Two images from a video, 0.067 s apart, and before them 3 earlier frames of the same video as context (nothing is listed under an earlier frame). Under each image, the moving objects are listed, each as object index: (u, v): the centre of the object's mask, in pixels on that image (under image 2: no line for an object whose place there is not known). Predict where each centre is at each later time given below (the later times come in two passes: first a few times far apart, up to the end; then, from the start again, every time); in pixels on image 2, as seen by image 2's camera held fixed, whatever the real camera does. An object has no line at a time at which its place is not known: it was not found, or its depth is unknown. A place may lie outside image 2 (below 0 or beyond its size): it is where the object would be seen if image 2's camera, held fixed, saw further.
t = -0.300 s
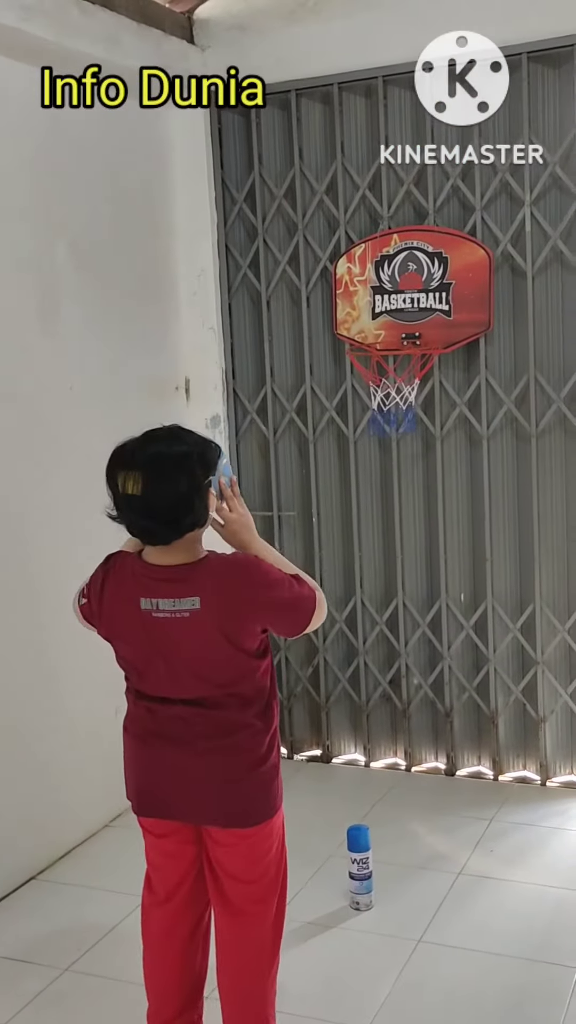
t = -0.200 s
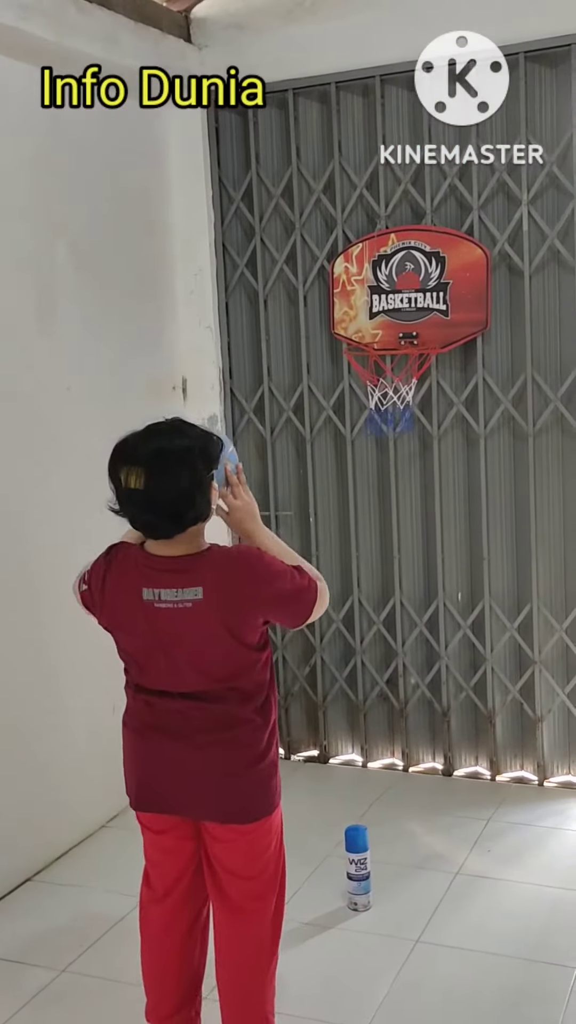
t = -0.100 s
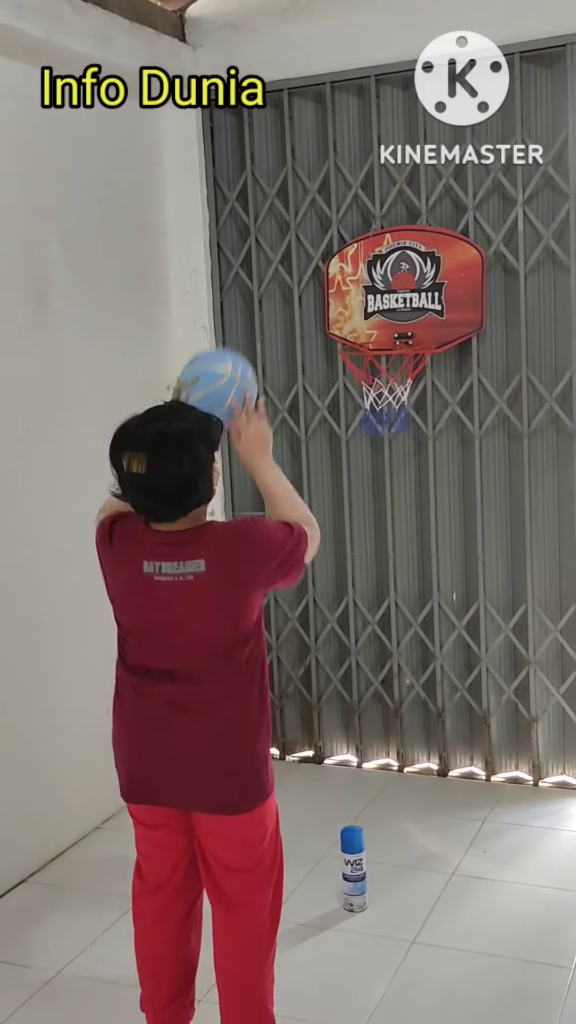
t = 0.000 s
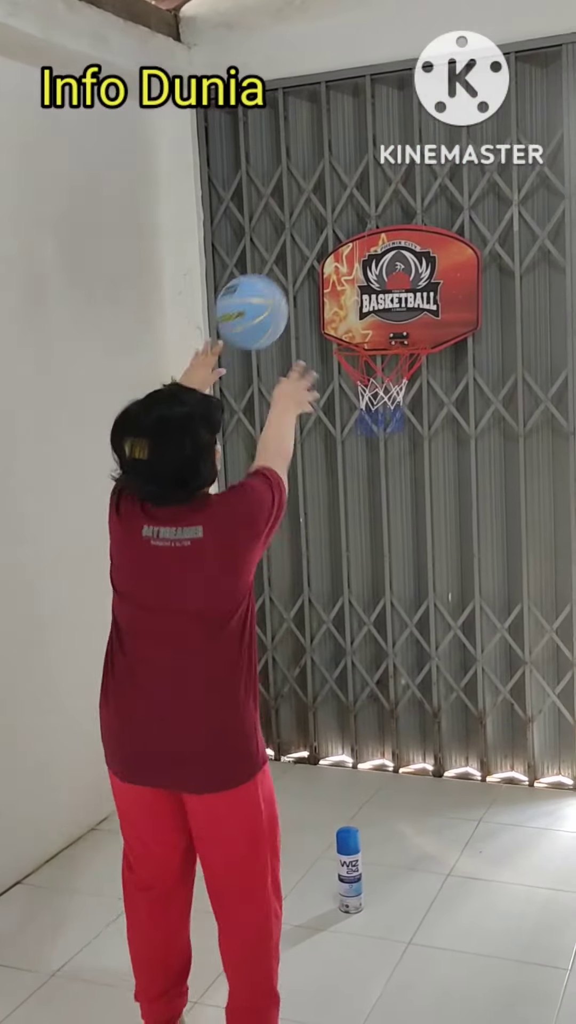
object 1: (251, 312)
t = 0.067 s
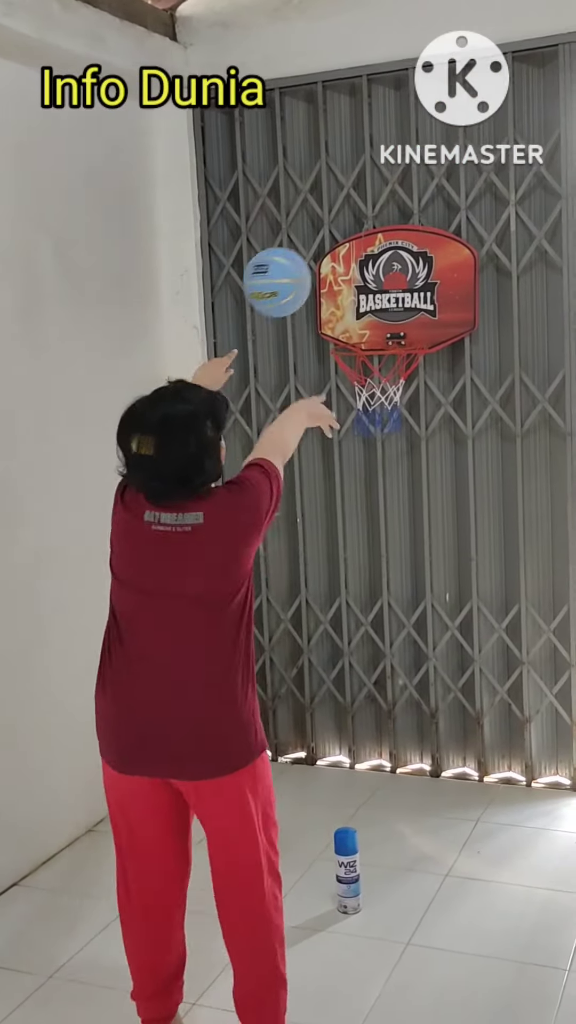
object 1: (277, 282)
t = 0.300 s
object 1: (352, 317)
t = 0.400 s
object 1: (386, 331)
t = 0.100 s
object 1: (290, 276)
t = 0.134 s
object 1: (303, 274)
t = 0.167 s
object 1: (315, 277)
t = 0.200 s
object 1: (321, 280)
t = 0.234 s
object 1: (332, 289)
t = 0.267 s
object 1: (342, 301)
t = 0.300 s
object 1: (352, 317)
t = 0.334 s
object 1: (362, 331)
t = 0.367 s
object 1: (378, 331)
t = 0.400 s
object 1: (386, 331)
